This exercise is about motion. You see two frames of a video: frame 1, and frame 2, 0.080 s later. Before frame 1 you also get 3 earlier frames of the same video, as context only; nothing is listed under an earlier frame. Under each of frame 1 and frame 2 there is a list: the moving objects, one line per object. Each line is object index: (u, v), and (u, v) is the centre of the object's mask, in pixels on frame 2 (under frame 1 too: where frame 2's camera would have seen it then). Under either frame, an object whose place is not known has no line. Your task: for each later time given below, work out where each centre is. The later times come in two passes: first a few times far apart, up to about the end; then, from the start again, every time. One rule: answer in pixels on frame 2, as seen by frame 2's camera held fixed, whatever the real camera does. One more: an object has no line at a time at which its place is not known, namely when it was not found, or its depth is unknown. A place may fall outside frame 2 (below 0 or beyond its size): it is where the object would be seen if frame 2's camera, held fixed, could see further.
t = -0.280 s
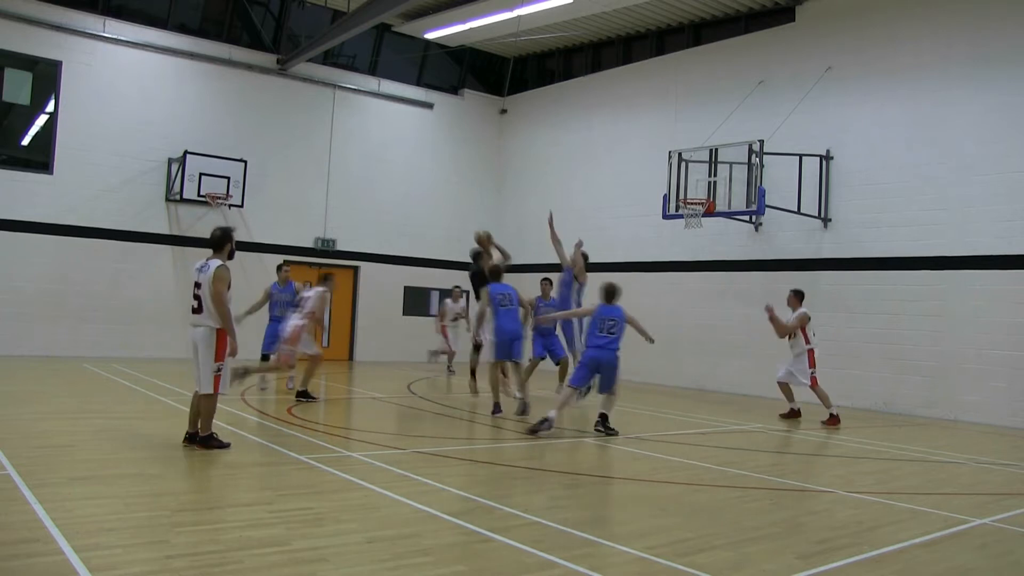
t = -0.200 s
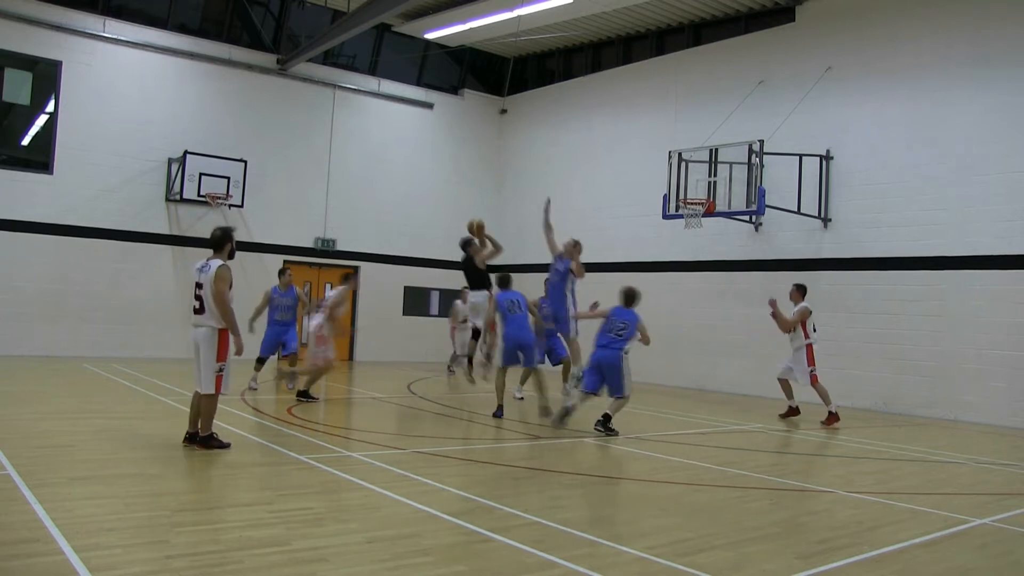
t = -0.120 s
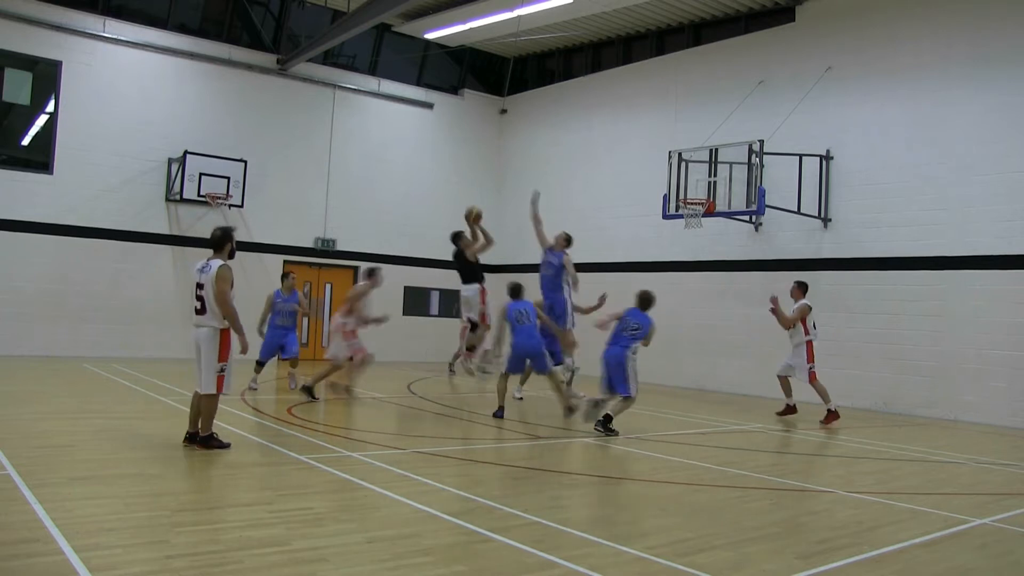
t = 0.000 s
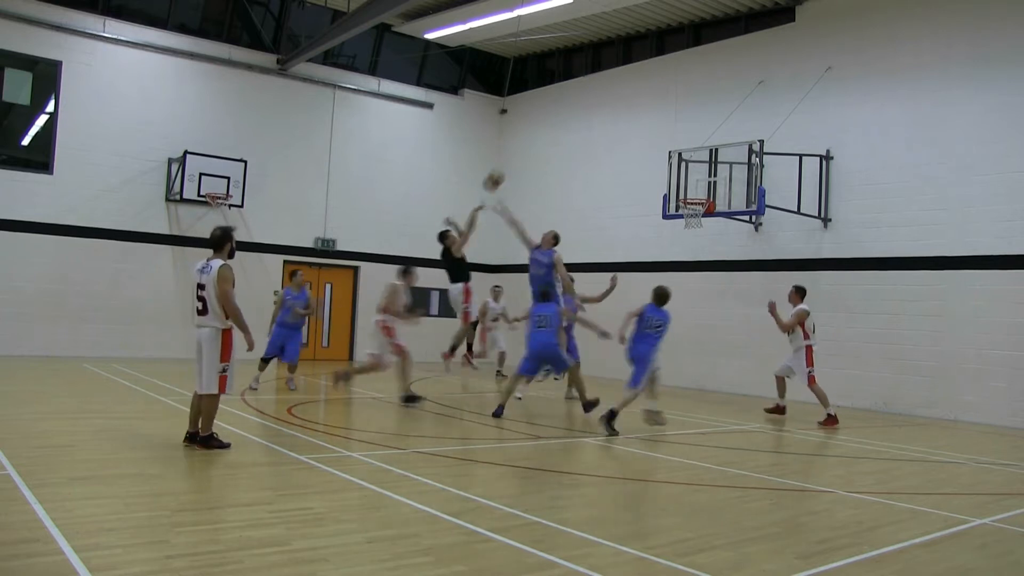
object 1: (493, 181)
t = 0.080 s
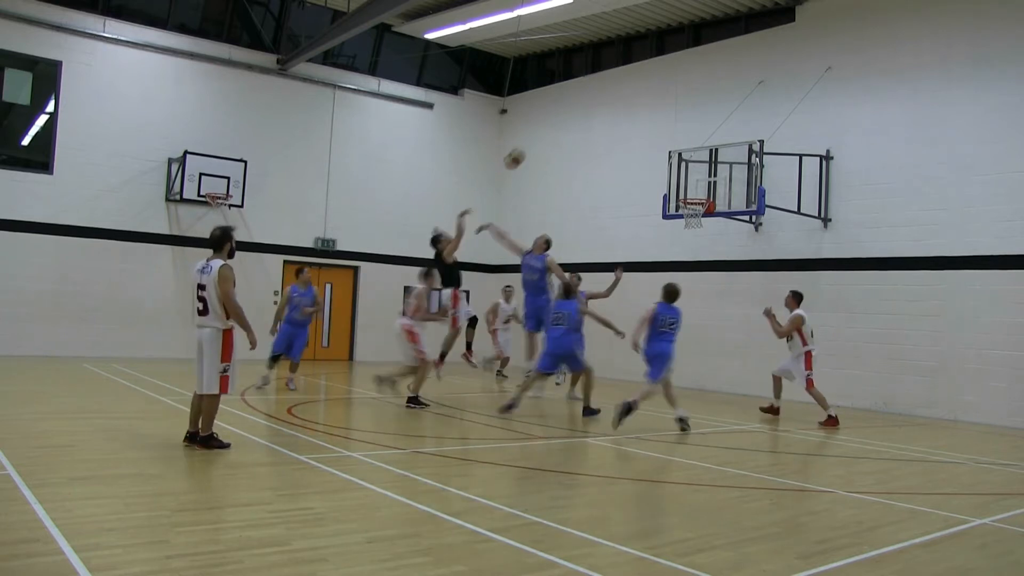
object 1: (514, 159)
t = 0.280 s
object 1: (563, 125)
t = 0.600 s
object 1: (634, 129)
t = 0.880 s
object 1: (691, 186)
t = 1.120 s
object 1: (697, 245)
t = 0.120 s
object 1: (524, 150)
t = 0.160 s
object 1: (534, 142)
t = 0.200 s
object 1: (544, 135)
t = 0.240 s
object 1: (554, 130)
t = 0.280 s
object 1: (563, 125)
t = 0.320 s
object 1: (572, 122)
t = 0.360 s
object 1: (581, 119)
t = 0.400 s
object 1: (590, 119)
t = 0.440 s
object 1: (599, 119)
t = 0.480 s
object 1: (608, 120)
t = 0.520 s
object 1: (616, 122)
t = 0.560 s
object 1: (625, 125)
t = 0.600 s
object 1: (634, 129)
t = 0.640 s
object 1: (643, 134)
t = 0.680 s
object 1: (651, 140)
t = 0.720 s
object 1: (658, 146)
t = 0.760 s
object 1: (665, 154)
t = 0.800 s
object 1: (674, 162)
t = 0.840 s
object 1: (682, 174)
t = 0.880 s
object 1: (691, 186)
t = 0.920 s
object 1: (696, 194)
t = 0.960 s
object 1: (702, 208)
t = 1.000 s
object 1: (701, 219)
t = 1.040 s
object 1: (700, 226)
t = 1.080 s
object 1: (698, 235)
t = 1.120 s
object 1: (697, 245)
